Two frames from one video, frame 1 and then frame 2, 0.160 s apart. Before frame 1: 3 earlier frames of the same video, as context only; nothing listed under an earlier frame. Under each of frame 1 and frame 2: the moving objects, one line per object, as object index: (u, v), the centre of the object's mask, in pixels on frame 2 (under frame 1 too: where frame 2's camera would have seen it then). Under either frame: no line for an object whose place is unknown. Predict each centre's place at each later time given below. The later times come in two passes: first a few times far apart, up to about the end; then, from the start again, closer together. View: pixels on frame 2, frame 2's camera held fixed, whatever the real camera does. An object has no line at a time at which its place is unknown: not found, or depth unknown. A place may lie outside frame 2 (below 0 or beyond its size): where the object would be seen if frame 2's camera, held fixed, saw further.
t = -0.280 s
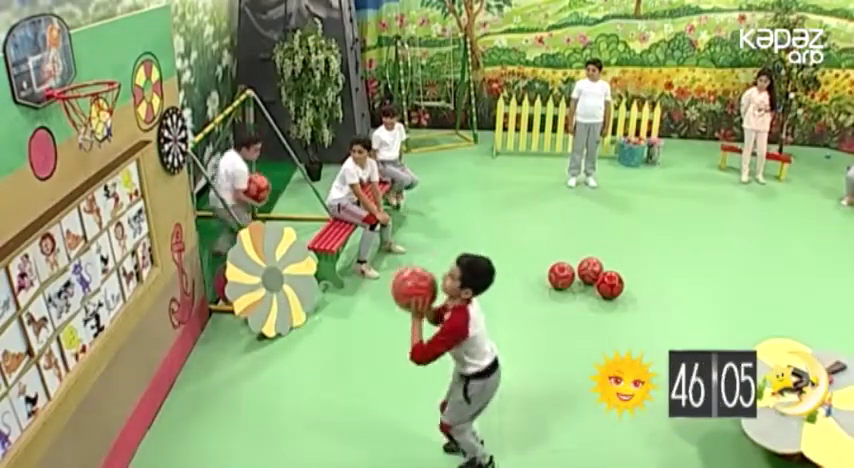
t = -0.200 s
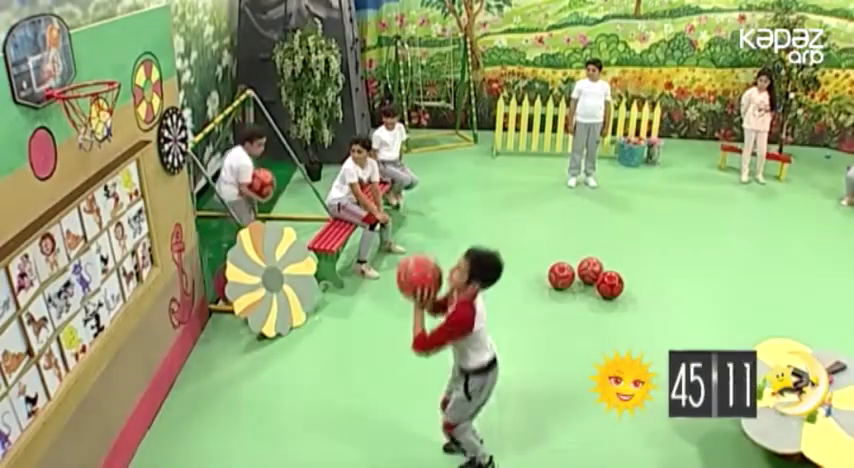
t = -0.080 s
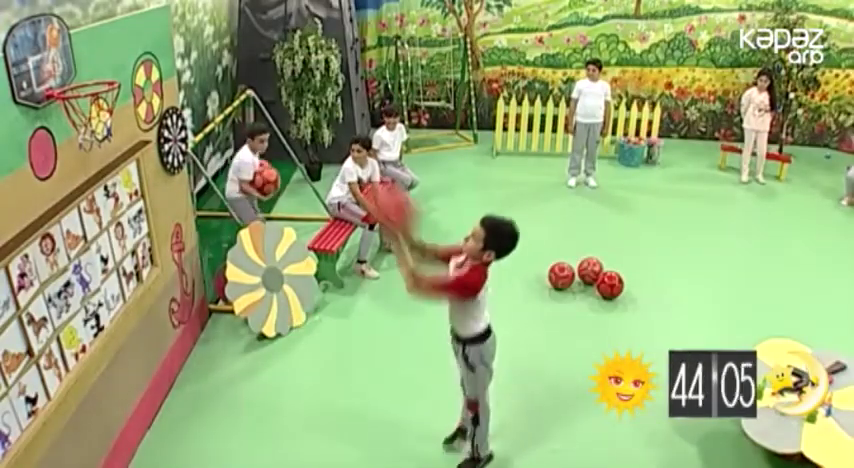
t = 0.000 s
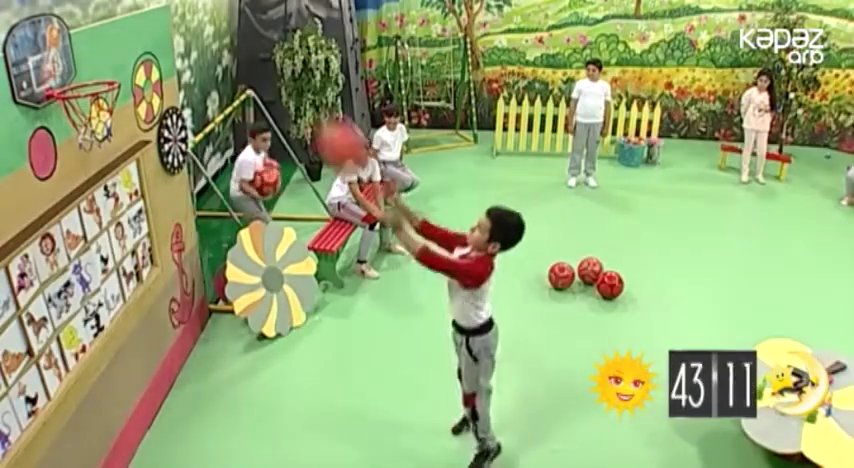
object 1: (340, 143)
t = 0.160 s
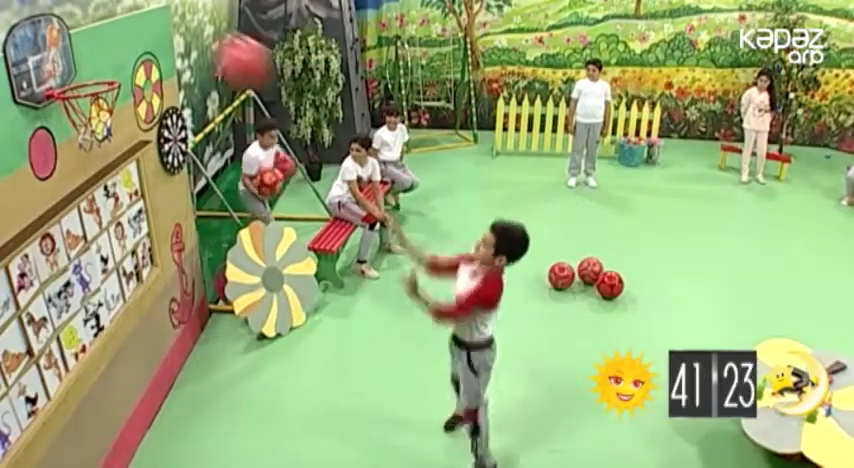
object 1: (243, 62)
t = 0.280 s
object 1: (170, 38)
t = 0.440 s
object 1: (87, 60)
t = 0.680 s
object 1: (111, 52)
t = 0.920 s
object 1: (179, 150)
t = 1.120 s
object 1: (246, 319)
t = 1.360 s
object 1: (303, 436)
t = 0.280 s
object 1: (170, 38)
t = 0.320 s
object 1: (148, 38)
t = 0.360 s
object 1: (126, 42)
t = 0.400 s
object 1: (106, 50)
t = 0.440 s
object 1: (87, 60)
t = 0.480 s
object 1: (73, 70)
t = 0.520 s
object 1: (79, 61)
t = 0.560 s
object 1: (87, 54)
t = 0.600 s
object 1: (95, 51)
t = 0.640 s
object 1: (103, 50)
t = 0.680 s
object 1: (111, 52)
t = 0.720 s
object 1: (120, 59)
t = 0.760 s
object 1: (131, 69)
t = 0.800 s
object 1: (142, 83)
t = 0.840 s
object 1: (155, 104)
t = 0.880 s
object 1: (169, 127)
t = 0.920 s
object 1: (179, 150)
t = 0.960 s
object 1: (193, 179)
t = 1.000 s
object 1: (205, 213)
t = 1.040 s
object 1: (218, 245)
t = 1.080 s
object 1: (230, 275)
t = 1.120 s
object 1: (246, 319)
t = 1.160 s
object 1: (258, 357)
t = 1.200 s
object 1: (272, 392)
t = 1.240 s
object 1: (285, 427)
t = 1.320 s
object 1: (302, 453)
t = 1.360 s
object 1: (303, 436)
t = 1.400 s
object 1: (303, 416)
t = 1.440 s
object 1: (305, 395)
